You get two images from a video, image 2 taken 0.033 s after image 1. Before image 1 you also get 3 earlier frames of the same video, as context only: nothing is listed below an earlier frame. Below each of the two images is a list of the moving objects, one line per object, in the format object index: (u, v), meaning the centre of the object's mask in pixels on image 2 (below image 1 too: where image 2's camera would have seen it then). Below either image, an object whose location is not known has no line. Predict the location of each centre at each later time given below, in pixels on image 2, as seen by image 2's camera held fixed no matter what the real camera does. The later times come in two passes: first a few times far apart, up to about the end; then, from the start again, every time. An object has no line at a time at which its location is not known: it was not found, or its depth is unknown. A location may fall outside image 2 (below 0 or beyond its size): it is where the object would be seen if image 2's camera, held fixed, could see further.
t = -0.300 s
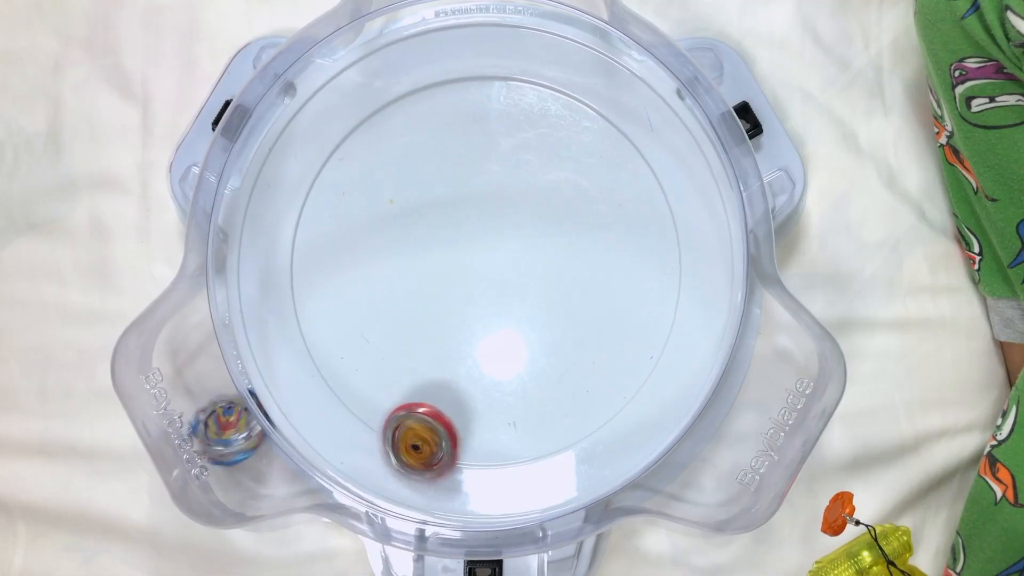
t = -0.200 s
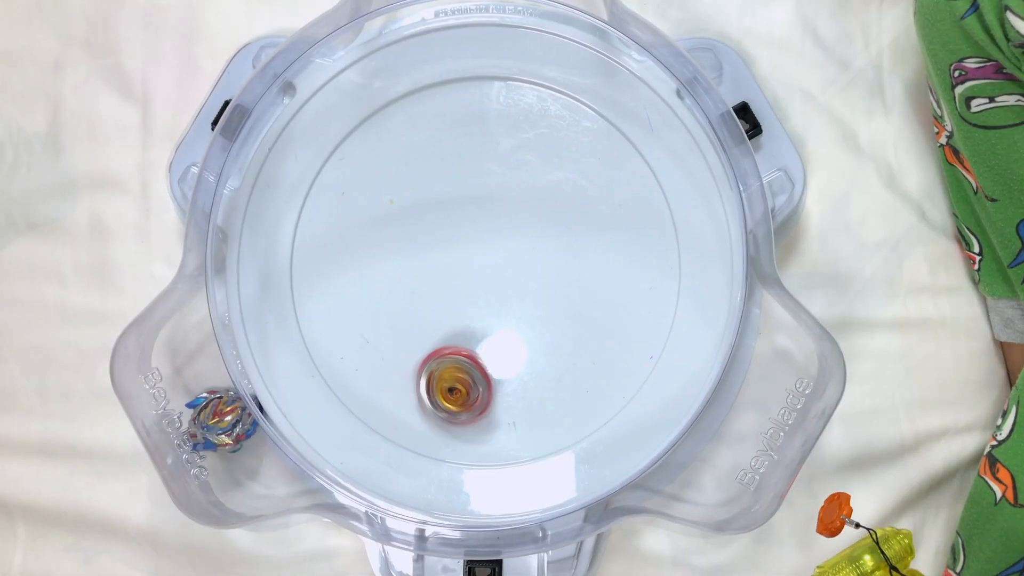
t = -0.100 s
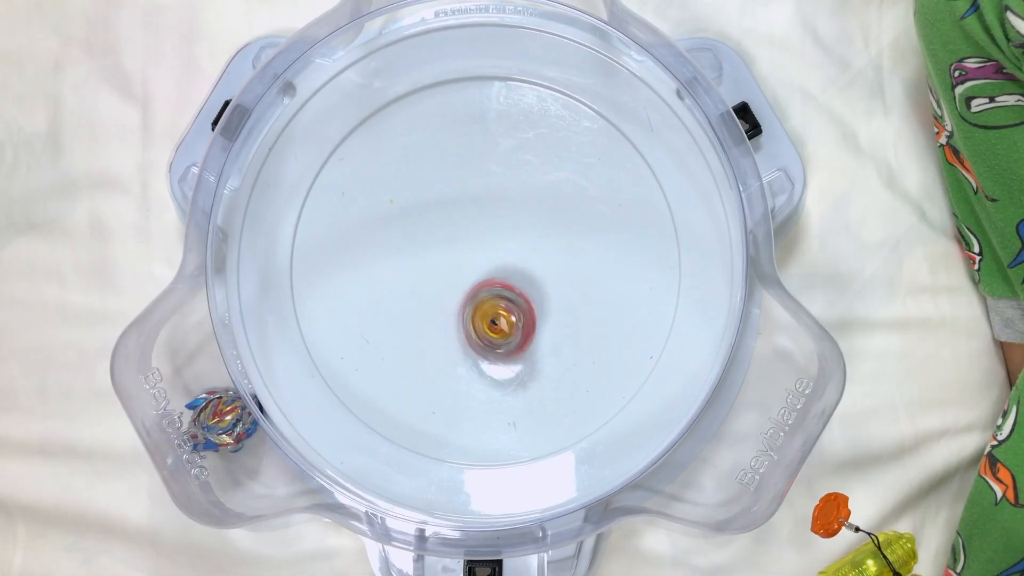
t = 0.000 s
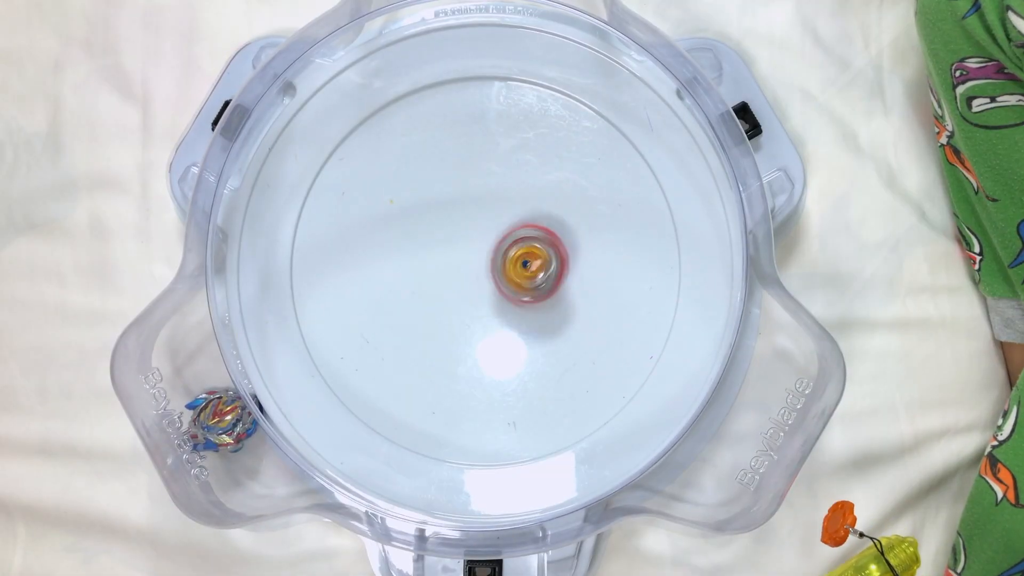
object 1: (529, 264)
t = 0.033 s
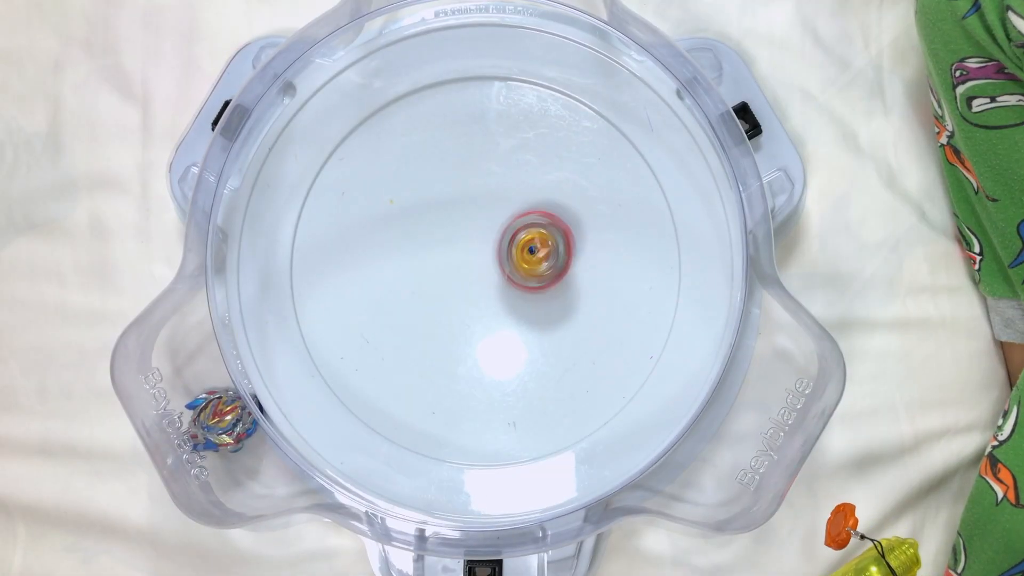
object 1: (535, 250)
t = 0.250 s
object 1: (522, 255)
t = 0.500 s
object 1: (473, 306)
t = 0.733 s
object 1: (442, 332)
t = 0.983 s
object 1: (449, 300)
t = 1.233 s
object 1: (456, 242)
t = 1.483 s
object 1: (476, 213)
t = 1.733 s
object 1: (504, 233)
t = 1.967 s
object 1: (526, 272)
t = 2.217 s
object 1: (515, 306)
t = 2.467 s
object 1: (477, 313)
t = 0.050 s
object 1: (538, 246)
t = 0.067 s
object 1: (539, 241)
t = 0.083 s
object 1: (540, 239)
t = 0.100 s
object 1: (540, 237)
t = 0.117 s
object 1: (540, 236)
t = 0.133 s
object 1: (539, 236)
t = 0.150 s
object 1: (538, 237)
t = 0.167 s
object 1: (535, 239)
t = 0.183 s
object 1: (533, 241)
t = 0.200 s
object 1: (530, 245)
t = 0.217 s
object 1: (528, 247)
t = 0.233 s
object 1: (525, 252)
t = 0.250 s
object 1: (522, 255)
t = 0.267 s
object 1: (519, 259)
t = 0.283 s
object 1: (516, 262)
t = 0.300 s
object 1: (513, 265)
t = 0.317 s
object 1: (509, 269)
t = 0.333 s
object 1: (506, 272)
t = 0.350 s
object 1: (503, 277)
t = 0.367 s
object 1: (500, 280)
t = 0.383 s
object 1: (496, 284)
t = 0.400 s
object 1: (493, 287)
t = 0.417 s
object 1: (490, 291)
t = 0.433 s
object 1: (487, 294)
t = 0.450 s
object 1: (484, 297)
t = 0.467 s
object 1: (480, 299)
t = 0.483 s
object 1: (477, 303)
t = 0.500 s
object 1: (473, 306)
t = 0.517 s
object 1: (471, 309)
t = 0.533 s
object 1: (467, 313)
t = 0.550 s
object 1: (465, 315)
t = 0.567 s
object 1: (462, 318)
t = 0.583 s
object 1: (459, 320)
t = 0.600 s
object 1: (457, 323)
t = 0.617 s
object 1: (454, 324)
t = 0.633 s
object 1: (452, 326)
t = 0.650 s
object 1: (449, 328)
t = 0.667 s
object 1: (448, 329)
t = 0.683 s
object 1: (446, 331)
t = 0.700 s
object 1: (445, 332)
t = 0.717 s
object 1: (443, 333)
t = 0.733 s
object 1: (442, 332)
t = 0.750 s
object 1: (442, 332)
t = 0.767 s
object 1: (440, 331)
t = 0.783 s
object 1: (441, 331)
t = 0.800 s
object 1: (440, 330)
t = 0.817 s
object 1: (441, 328)
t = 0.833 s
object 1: (442, 326)
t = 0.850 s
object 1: (443, 323)
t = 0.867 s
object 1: (444, 321)
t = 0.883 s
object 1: (444, 318)
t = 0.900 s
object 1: (445, 316)
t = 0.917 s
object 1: (445, 313)
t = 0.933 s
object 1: (447, 310)
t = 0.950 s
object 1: (447, 307)
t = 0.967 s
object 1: (449, 303)
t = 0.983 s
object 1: (449, 300)
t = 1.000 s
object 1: (450, 295)
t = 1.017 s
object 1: (450, 291)
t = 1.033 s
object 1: (449, 287)
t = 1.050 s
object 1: (450, 283)
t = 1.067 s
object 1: (449, 280)
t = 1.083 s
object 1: (450, 276)
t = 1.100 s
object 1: (450, 272)
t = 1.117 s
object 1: (451, 268)
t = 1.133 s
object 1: (451, 264)
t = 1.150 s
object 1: (451, 260)
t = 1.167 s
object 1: (452, 257)
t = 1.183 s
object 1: (452, 253)
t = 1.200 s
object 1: (453, 249)
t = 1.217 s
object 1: (454, 246)
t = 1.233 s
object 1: (456, 242)
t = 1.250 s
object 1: (457, 239)
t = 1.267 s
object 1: (457, 235)
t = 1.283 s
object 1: (458, 232)
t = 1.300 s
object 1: (458, 230)
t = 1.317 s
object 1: (460, 227)
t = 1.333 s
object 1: (461, 225)
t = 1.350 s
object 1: (463, 222)
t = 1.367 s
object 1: (464, 220)
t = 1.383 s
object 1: (465, 217)
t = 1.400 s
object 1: (467, 216)
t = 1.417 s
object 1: (468, 215)
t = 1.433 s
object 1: (470, 214)
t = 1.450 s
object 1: (471, 214)
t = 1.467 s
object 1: (474, 212)
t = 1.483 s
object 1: (476, 213)
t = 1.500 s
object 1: (477, 212)
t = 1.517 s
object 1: (479, 213)
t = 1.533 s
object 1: (480, 213)
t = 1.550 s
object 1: (483, 214)
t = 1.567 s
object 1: (484, 216)
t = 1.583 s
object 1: (487, 217)
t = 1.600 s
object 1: (489, 219)
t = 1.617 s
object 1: (490, 220)
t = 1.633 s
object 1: (493, 221)
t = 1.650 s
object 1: (494, 223)
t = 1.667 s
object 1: (497, 225)
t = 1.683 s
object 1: (498, 228)
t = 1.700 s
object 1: (501, 229)
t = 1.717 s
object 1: (503, 231)
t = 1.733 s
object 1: (504, 233)
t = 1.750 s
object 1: (507, 235)
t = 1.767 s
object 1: (509, 238)
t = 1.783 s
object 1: (511, 240)
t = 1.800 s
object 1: (513, 244)
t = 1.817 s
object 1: (514, 246)
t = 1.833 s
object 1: (517, 249)
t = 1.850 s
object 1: (518, 251)
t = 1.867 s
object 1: (520, 254)
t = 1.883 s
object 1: (521, 258)
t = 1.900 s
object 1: (523, 260)
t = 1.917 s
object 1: (524, 263)
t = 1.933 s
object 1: (524, 265)
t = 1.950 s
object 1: (526, 268)
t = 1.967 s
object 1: (526, 272)
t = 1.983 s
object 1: (527, 274)
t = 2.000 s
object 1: (528, 278)
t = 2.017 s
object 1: (527, 279)
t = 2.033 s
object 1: (528, 282)
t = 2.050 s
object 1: (527, 286)
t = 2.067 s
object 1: (527, 288)
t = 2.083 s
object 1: (527, 291)
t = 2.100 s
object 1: (526, 292)
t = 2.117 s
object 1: (525, 294)
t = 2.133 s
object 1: (523, 297)
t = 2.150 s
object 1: (522, 299)
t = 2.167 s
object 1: (521, 301)
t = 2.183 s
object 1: (519, 302)
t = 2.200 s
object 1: (518, 304)
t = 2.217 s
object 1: (515, 306)
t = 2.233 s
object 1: (513, 307)
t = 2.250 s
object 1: (511, 309)
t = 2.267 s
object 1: (510, 309)
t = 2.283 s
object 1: (507, 311)
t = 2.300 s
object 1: (504, 312)
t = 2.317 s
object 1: (502, 312)
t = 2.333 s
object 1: (500, 313)
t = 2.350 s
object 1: (498, 313)
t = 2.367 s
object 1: (495, 314)
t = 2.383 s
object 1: (491, 314)
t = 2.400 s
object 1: (489, 314)
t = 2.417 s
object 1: (486, 315)
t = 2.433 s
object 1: (483, 313)
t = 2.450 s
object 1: (480, 313)
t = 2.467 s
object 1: (477, 313)
